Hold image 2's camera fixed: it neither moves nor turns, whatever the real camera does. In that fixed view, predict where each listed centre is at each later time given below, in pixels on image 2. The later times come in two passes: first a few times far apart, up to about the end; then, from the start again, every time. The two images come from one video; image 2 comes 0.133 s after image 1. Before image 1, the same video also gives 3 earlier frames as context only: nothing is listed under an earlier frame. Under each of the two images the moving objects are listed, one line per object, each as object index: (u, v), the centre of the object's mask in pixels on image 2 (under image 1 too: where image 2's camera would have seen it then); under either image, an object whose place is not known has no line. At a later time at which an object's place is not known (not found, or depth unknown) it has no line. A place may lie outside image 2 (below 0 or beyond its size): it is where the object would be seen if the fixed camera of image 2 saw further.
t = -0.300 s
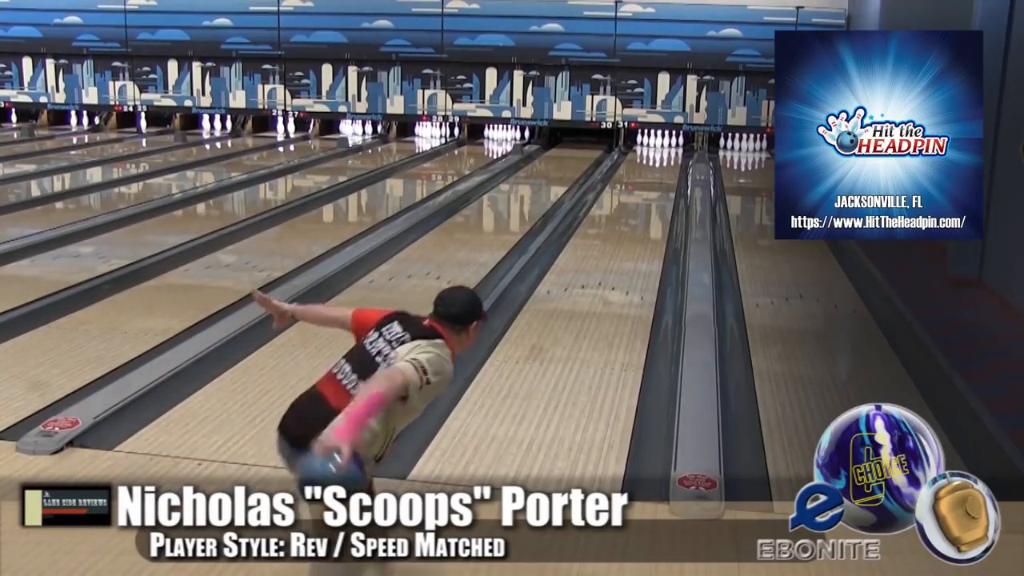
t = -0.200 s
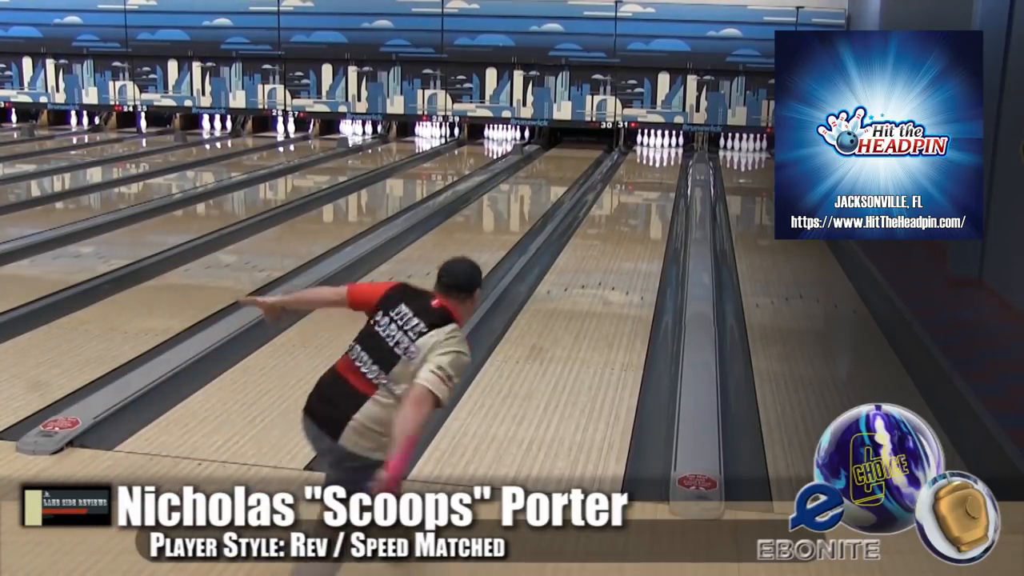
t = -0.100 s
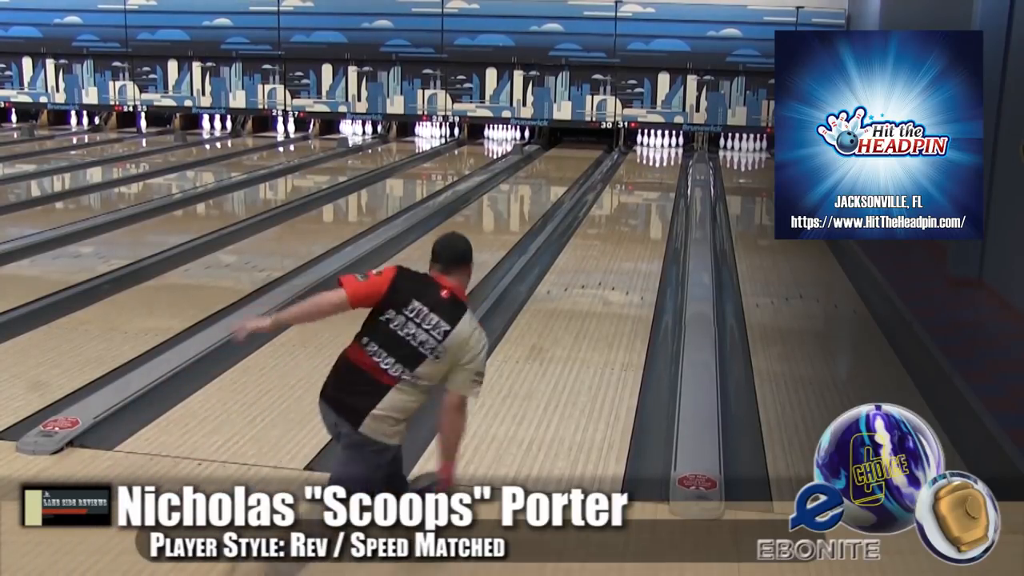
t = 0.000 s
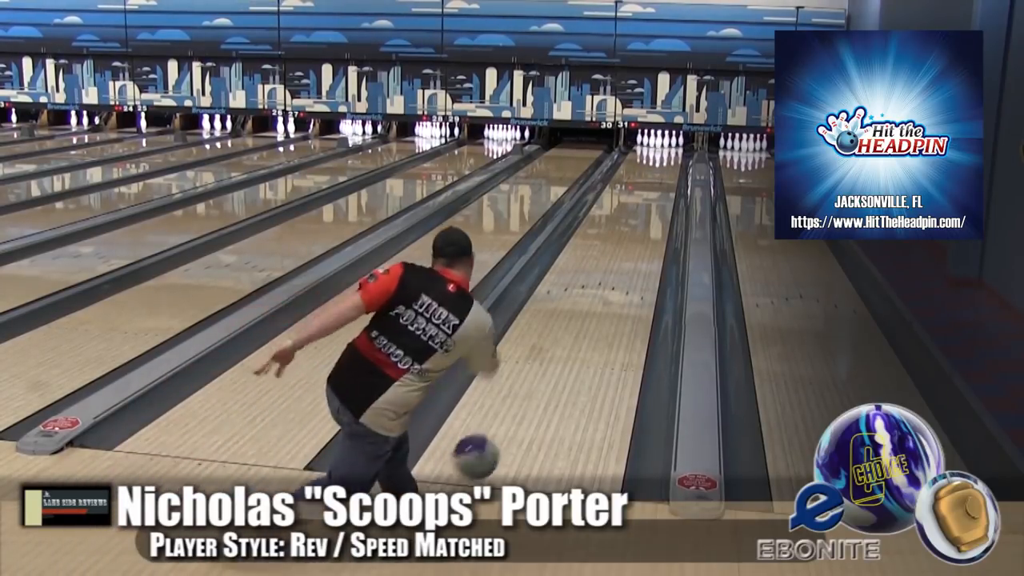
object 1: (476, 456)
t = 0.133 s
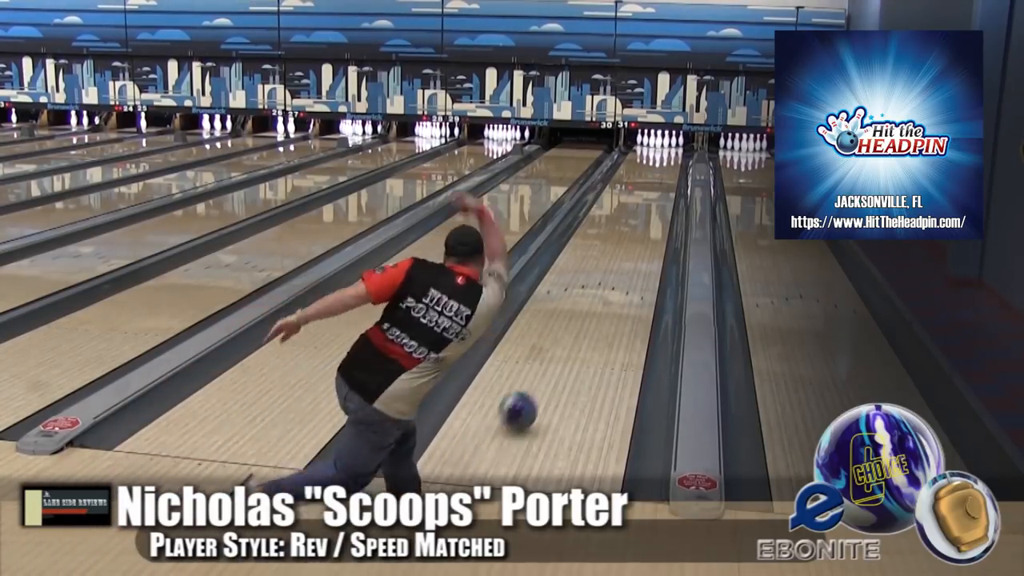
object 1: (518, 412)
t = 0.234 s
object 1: (542, 378)
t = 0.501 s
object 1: (588, 308)
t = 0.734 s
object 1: (616, 268)
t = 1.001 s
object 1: (636, 235)
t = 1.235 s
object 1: (649, 213)
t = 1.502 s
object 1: (661, 194)
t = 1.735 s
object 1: (667, 181)
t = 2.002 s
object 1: (671, 169)
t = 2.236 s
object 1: (670, 161)
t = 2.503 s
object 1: (666, 153)
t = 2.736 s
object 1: (663, 147)
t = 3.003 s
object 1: (663, 143)
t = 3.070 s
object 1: (664, 142)
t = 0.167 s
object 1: (526, 400)
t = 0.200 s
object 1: (534, 389)
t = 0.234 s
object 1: (542, 378)
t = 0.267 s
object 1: (549, 367)
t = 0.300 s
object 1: (556, 358)
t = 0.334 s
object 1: (563, 348)
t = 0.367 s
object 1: (568, 340)
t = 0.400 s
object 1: (573, 331)
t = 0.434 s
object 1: (579, 323)
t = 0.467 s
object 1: (584, 315)
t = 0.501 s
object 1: (588, 308)
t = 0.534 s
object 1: (593, 301)
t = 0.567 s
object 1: (597, 295)
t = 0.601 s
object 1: (601, 289)
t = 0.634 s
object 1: (604, 283)
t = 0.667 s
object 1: (608, 278)
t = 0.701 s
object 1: (612, 273)
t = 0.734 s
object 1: (616, 268)
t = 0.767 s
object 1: (618, 263)
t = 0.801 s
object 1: (620, 259)
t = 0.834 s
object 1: (624, 254)
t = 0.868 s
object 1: (626, 250)
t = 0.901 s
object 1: (629, 246)
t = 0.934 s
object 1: (632, 242)
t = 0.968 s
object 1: (634, 238)
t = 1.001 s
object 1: (636, 235)
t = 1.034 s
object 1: (638, 231)
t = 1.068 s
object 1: (640, 229)
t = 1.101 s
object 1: (642, 226)
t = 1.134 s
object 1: (645, 222)
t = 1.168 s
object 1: (646, 218)
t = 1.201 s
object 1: (648, 216)
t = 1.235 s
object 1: (649, 213)
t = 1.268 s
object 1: (651, 211)
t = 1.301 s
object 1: (653, 208)
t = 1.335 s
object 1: (655, 205)
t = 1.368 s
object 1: (656, 202)
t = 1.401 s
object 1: (657, 201)
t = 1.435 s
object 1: (658, 199)
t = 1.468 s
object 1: (659, 196)
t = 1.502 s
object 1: (661, 194)
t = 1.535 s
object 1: (661, 192)
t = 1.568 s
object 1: (663, 190)
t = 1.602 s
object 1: (664, 188)
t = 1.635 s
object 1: (665, 186)
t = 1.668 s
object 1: (666, 185)
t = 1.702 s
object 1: (666, 183)
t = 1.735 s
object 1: (667, 181)
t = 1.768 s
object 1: (668, 179)
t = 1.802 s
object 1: (668, 178)
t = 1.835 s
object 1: (669, 176)
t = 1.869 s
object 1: (669, 175)
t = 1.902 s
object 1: (669, 173)
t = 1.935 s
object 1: (670, 172)
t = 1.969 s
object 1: (670, 171)
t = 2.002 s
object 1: (671, 169)
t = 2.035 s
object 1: (670, 169)
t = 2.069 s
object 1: (672, 167)
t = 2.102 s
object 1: (671, 166)
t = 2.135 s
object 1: (670, 165)
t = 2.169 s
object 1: (671, 164)
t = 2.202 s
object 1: (671, 162)
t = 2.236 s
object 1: (670, 161)
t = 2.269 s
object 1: (670, 160)
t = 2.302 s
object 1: (669, 160)
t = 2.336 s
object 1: (669, 159)
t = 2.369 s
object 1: (668, 157)
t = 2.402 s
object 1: (669, 157)
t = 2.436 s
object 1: (667, 155)
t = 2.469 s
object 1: (666, 154)
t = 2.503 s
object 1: (666, 153)
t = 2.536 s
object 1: (665, 153)
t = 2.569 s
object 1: (665, 151)
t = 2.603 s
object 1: (665, 151)
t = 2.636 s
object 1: (665, 151)
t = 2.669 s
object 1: (665, 150)
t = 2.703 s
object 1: (664, 148)
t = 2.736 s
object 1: (663, 147)
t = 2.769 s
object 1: (663, 146)
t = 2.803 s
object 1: (662, 146)
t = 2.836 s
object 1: (662, 145)
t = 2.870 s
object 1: (662, 145)
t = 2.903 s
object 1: (662, 145)
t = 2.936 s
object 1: (664, 144)
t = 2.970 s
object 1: (663, 143)
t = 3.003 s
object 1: (663, 143)
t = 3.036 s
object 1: (662, 143)
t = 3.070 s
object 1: (664, 142)
